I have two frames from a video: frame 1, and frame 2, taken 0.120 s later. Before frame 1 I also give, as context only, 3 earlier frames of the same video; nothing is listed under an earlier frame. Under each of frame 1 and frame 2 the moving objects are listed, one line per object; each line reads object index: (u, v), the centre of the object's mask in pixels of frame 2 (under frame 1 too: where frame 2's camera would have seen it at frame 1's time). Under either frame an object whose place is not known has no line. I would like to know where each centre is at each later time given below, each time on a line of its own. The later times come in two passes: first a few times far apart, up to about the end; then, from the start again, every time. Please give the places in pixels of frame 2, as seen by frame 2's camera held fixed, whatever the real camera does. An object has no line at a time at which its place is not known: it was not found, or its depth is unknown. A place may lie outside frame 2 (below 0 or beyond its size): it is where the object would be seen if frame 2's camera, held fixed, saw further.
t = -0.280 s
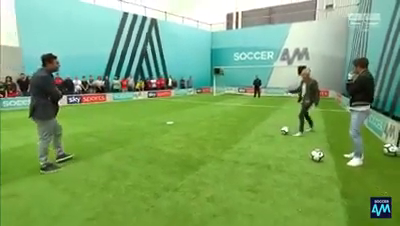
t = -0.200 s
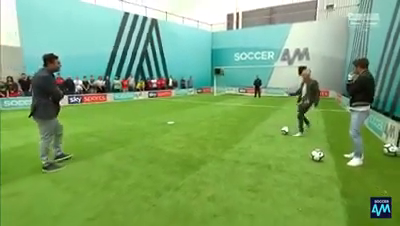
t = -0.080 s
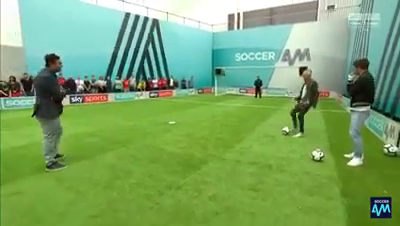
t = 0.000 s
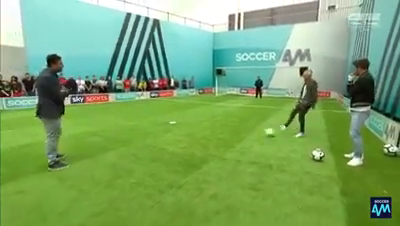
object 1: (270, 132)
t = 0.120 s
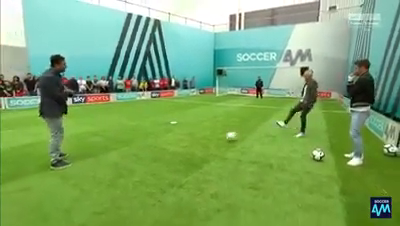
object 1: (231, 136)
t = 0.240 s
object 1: (192, 139)
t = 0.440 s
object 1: (124, 144)
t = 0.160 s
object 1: (217, 138)
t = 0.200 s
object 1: (204, 138)
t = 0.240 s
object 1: (192, 139)
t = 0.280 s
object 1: (179, 139)
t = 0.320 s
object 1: (164, 139)
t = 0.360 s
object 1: (151, 142)
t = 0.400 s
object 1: (137, 144)
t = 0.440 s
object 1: (124, 144)
